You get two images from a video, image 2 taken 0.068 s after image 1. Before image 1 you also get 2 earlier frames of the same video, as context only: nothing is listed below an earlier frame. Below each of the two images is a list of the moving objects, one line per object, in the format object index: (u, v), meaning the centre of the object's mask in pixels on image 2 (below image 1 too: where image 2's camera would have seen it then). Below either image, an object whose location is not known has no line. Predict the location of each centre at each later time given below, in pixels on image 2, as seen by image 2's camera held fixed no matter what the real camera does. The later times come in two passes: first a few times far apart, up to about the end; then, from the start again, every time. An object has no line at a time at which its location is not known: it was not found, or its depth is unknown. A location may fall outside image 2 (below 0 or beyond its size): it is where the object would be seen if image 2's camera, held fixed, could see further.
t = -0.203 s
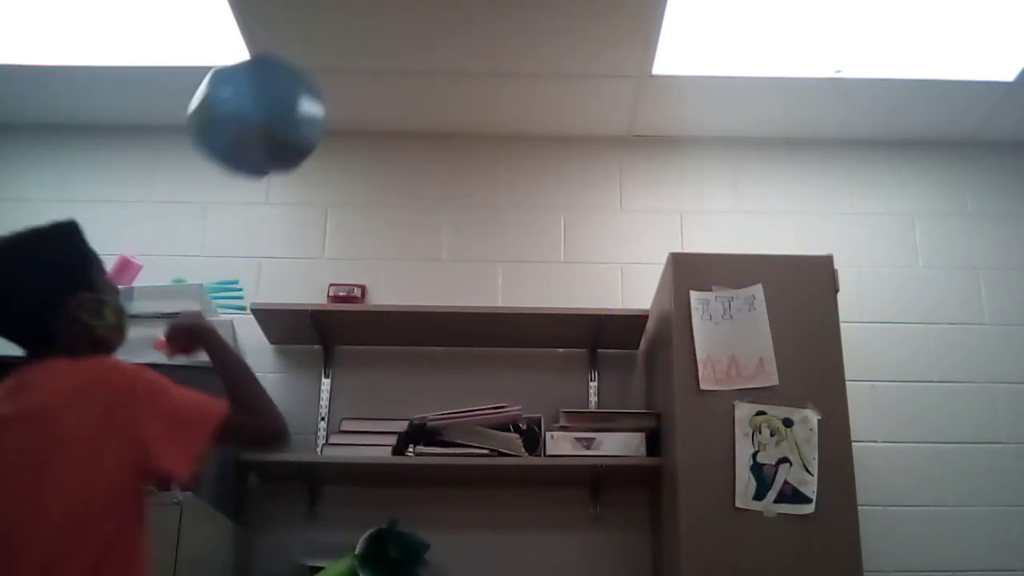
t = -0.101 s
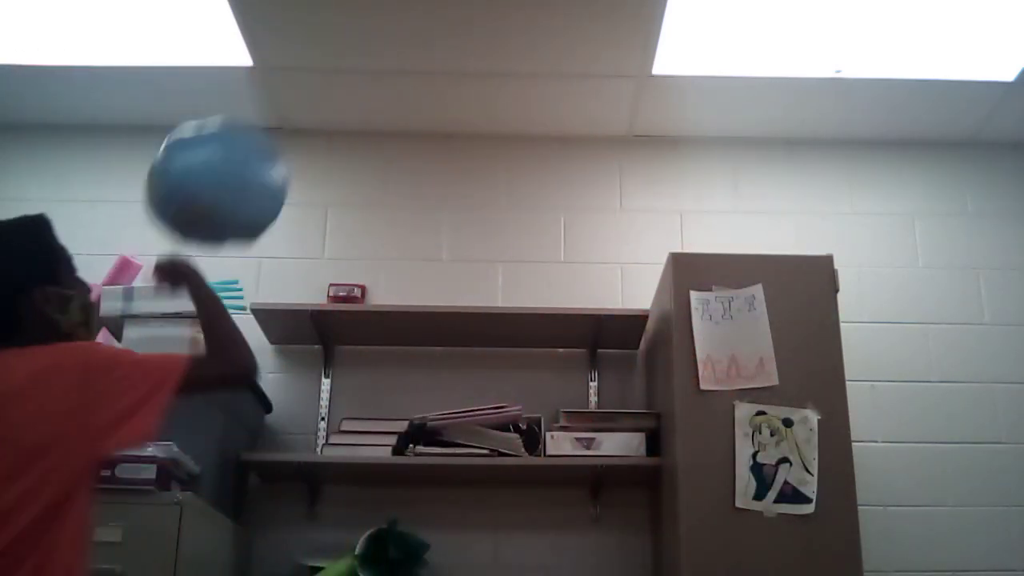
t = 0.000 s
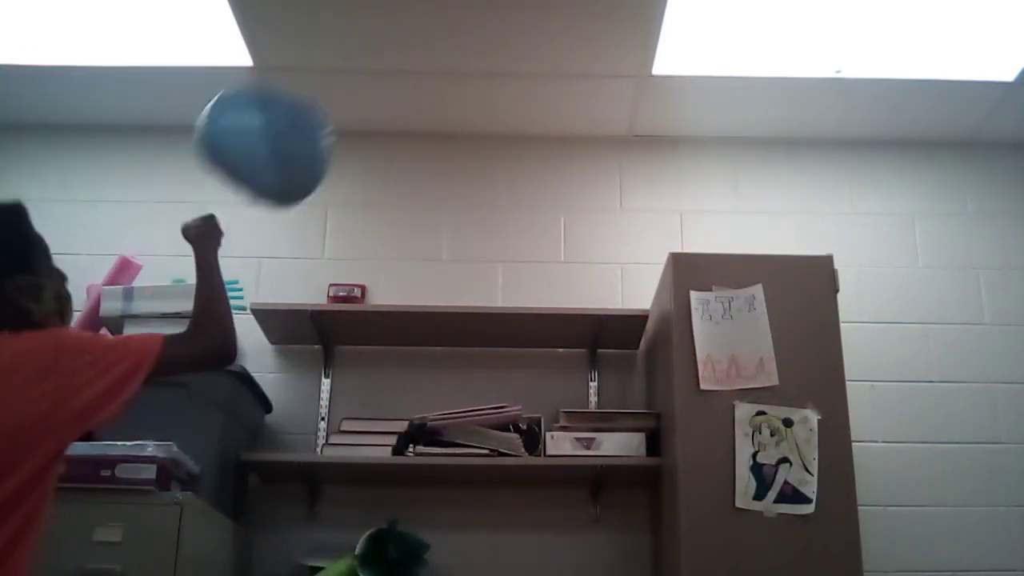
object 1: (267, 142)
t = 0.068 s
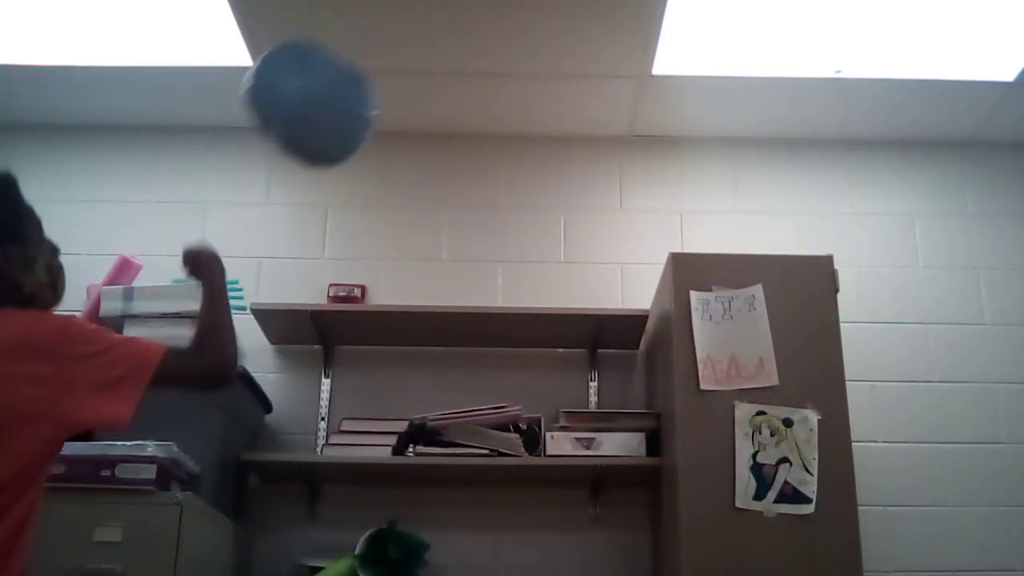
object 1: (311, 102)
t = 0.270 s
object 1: (446, 65)
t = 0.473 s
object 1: (567, 165)
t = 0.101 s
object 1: (333, 86)
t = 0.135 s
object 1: (356, 74)
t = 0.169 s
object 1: (379, 66)
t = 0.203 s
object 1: (402, 63)
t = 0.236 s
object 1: (424, 63)
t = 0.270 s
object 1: (446, 65)
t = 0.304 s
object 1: (468, 71)
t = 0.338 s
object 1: (488, 83)
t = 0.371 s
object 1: (508, 98)
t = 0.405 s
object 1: (528, 116)
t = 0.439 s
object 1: (547, 139)
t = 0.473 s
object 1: (567, 165)
